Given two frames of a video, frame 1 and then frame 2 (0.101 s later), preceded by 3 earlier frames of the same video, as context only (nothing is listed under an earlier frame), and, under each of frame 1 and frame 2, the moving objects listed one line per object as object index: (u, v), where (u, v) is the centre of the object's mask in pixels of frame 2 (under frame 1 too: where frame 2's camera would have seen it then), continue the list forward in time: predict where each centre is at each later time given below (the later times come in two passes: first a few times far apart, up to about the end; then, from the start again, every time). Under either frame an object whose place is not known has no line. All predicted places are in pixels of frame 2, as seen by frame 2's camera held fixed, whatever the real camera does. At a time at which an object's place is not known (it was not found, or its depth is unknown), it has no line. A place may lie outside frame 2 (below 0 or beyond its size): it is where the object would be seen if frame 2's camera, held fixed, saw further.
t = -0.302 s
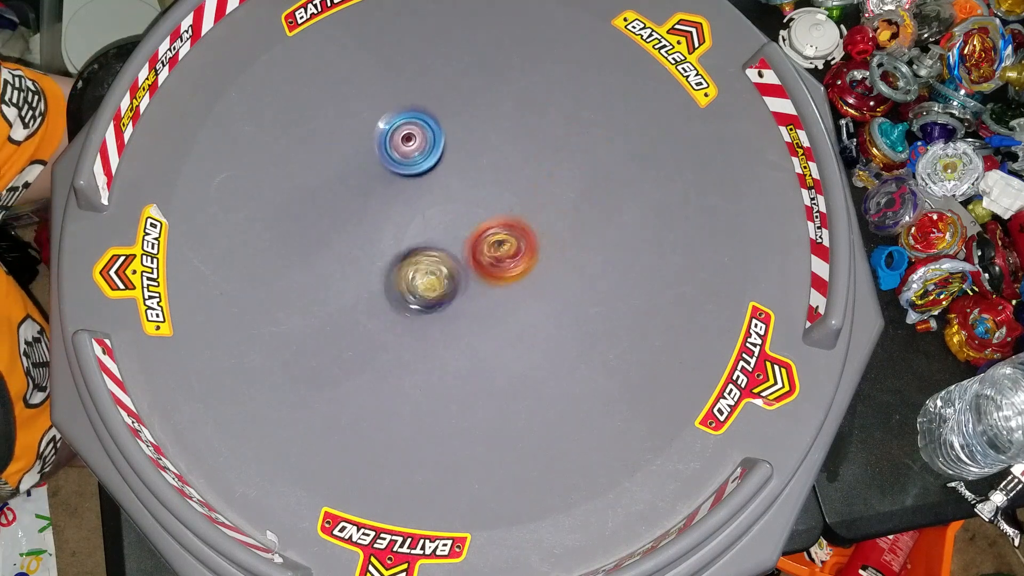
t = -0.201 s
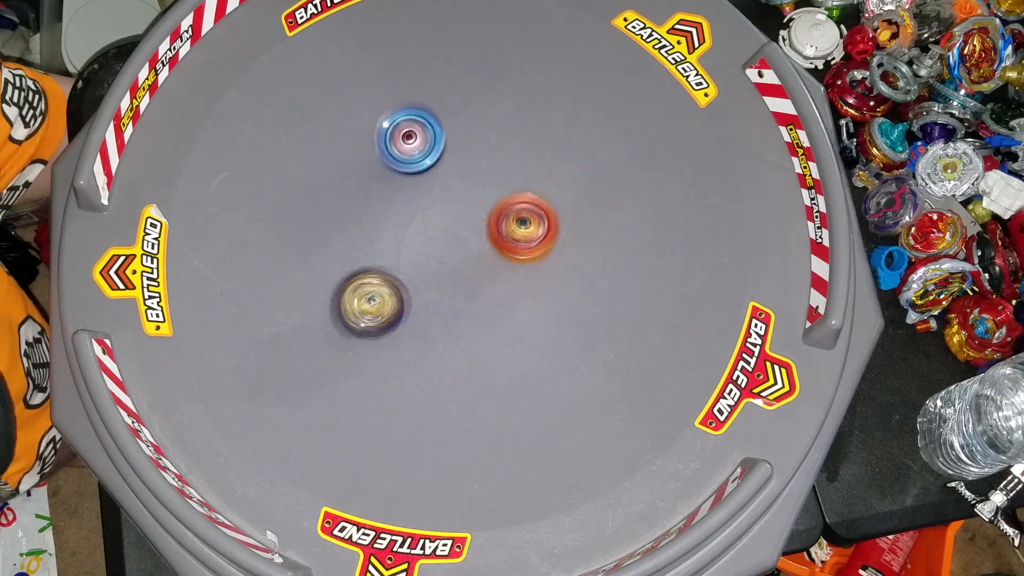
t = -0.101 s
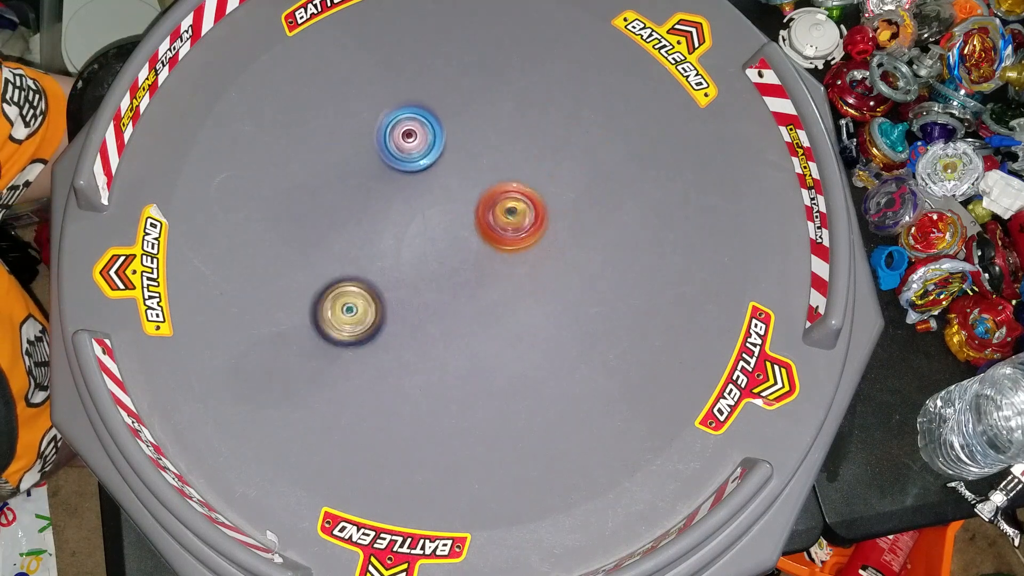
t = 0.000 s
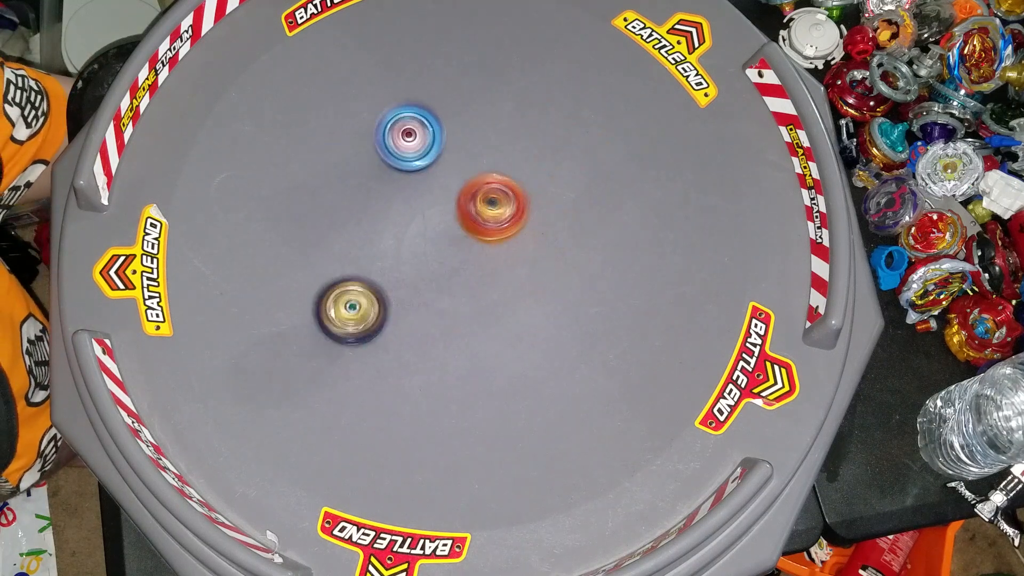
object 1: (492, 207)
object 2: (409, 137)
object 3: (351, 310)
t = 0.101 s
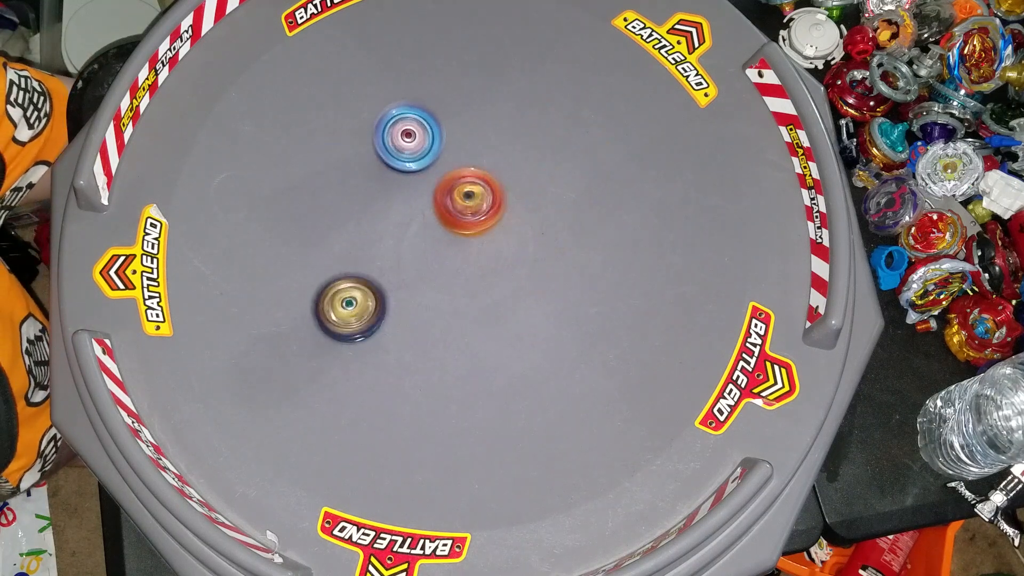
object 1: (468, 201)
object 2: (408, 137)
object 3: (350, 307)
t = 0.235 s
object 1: (445, 208)
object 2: (397, 136)
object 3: (352, 304)
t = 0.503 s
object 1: (463, 256)
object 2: (381, 136)
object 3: (354, 284)
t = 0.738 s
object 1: (486, 271)
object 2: (401, 165)
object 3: (350, 279)
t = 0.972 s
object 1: (494, 271)
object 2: (441, 192)
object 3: (352, 275)
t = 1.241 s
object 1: (517, 307)
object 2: (439, 186)
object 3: (352, 271)
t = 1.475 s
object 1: (516, 327)
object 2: (443, 187)
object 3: (356, 261)
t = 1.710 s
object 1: (496, 320)
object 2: (451, 190)
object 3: (355, 254)
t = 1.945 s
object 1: (469, 296)
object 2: (461, 189)
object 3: (358, 250)
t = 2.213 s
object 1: (447, 271)
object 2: (469, 168)
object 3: (358, 247)
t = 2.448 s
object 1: (422, 296)
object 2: (458, 116)
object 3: (361, 239)
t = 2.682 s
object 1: (402, 297)
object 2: (443, 111)
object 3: (363, 235)
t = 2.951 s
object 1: (410, 297)
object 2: (428, 139)
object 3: (352, 218)
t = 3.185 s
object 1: (441, 294)
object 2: (433, 199)
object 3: (356, 221)
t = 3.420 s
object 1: (477, 296)
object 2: (481, 222)
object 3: (373, 228)
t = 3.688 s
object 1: (501, 290)
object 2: (486, 220)
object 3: (410, 207)
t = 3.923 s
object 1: (504, 366)
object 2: (471, 107)
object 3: (399, 198)
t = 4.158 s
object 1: (460, 392)
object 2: (473, 47)
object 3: (399, 212)
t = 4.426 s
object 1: (408, 350)
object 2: (471, 74)
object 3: (438, 217)
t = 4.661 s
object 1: (415, 295)
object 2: (438, 138)
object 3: (483, 218)
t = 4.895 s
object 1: (459, 267)
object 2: (407, 135)
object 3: (513, 210)
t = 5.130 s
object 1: (496, 263)
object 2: (419, 150)
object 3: (518, 197)
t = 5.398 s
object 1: (480, 261)
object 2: (446, 139)
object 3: (510, 198)
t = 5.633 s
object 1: (456, 245)
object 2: (434, 151)
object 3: (514, 183)
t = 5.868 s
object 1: (455, 242)
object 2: (421, 153)
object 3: (503, 188)
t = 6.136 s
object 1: (451, 255)
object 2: (432, 153)
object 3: (501, 192)
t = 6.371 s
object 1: (450, 254)
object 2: (423, 154)
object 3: (498, 203)
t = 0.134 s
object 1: (460, 200)
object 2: (408, 137)
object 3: (350, 307)
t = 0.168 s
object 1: (452, 200)
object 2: (408, 138)
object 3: (350, 306)
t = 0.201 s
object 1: (445, 201)
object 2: (407, 139)
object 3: (351, 305)
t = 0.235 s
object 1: (445, 208)
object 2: (397, 136)
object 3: (352, 304)
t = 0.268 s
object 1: (447, 219)
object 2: (380, 131)
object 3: (353, 301)
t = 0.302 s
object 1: (449, 225)
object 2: (378, 132)
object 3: (354, 298)
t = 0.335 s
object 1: (451, 231)
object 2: (377, 133)
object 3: (354, 296)
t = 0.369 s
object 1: (454, 236)
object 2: (378, 134)
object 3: (354, 293)
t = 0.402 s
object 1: (456, 241)
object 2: (378, 134)
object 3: (355, 291)
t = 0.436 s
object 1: (458, 247)
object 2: (379, 134)
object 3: (355, 288)
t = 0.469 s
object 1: (461, 251)
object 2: (380, 135)
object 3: (354, 286)
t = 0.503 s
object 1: (463, 256)
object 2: (381, 136)
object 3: (354, 284)
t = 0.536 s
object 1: (467, 260)
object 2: (382, 138)
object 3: (353, 283)
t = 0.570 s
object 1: (470, 264)
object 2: (384, 141)
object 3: (352, 282)
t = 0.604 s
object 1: (474, 267)
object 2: (386, 144)
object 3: (352, 281)
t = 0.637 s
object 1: (477, 270)
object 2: (389, 148)
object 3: (351, 280)
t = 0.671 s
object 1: (481, 271)
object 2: (391, 153)
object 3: (351, 279)
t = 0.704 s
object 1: (484, 272)
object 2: (396, 159)
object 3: (350, 279)
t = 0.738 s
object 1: (486, 271)
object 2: (401, 165)
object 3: (350, 279)
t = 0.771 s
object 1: (488, 270)
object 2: (407, 171)
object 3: (350, 278)
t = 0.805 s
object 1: (488, 268)
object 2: (413, 177)
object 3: (351, 278)
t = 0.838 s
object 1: (488, 265)
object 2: (421, 184)
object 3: (351, 277)
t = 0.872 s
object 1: (486, 263)
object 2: (429, 190)
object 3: (352, 277)
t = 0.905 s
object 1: (485, 260)
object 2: (440, 198)
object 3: (352, 277)
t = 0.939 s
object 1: (488, 263)
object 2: (443, 198)
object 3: (352, 276)
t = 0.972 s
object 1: (494, 271)
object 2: (441, 192)
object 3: (352, 275)
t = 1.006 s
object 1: (499, 275)
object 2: (440, 188)
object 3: (352, 275)
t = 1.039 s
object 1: (503, 280)
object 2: (438, 185)
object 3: (351, 274)
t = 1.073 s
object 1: (507, 285)
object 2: (437, 186)
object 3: (352, 274)
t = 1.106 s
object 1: (510, 290)
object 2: (438, 187)
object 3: (351, 273)
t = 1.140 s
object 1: (513, 293)
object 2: (439, 186)
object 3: (351, 273)
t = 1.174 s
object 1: (515, 299)
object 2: (439, 186)
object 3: (352, 272)
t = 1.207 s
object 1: (517, 303)
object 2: (439, 186)
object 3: (352, 272)
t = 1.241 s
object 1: (517, 307)
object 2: (439, 186)
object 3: (352, 271)
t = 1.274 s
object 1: (519, 311)
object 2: (439, 186)
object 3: (353, 271)
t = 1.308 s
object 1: (518, 315)
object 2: (440, 186)
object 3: (353, 269)
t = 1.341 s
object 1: (519, 319)
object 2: (440, 186)
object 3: (354, 268)
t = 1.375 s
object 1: (518, 322)
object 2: (441, 186)
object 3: (355, 266)
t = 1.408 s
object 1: (518, 325)
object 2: (442, 186)
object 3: (356, 264)
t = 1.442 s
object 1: (517, 326)
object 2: (442, 187)
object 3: (355, 263)
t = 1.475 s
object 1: (516, 327)
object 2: (443, 187)
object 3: (356, 261)
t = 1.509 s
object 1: (514, 327)
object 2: (444, 188)
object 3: (355, 259)
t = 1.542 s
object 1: (513, 327)
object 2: (445, 188)
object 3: (355, 258)
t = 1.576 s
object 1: (510, 326)
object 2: (446, 188)
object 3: (355, 256)
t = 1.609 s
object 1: (507, 326)
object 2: (447, 188)
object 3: (354, 256)
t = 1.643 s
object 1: (503, 324)
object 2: (448, 189)
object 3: (354, 255)
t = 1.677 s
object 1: (500, 323)
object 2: (449, 189)
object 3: (354, 255)
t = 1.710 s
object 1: (496, 320)
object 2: (451, 190)
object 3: (355, 254)
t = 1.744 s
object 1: (492, 319)
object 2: (452, 190)
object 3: (354, 254)
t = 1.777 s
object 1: (488, 315)
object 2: (454, 190)
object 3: (355, 254)
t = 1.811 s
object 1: (484, 313)
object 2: (456, 190)
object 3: (356, 253)
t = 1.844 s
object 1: (480, 308)
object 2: (457, 190)
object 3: (357, 253)
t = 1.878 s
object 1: (476, 305)
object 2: (459, 190)
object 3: (357, 252)
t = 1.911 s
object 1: (472, 300)
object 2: (461, 190)
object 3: (357, 252)
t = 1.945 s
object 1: (469, 296)
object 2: (461, 189)
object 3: (358, 250)
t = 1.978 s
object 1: (466, 291)
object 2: (462, 189)
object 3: (357, 250)
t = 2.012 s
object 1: (463, 285)
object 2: (463, 190)
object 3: (357, 249)
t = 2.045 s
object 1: (461, 279)
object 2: (464, 190)
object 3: (357, 249)
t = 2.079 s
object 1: (458, 273)
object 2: (464, 190)
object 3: (357, 248)
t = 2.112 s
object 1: (456, 267)
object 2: (465, 190)
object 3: (357, 248)
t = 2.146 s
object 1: (455, 260)
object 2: (466, 190)
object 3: (357, 248)
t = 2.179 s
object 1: (450, 263)
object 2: (467, 182)
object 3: (358, 248)
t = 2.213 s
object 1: (447, 271)
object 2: (469, 168)
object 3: (358, 247)
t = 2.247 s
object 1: (443, 277)
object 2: (470, 157)
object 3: (359, 246)
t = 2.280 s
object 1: (440, 282)
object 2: (469, 148)
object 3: (360, 246)
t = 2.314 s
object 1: (437, 285)
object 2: (468, 139)
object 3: (360, 244)
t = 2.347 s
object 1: (433, 289)
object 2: (466, 132)
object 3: (361, 243)
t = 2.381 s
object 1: (430, 292)
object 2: (463, 125)
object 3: (361, 241)
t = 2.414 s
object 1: (426, 293)
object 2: (461, 119)
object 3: (361, 240)
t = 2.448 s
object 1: (422, 296)
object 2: (458, 116)
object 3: (361, 239)
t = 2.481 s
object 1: (418, 297)
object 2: (455, 112)
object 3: (361, 238)
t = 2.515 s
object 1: (415, 298)
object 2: (453, 110)
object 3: (362, 237)
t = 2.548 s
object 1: (411, 298)
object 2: (451, 109)
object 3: (361, 237)
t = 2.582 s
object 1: (408, 299)
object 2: (449, 109)
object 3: (361, 237)
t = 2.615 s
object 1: (405, 298)
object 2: (447, 109)
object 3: (362, 237)
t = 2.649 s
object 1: (404, 298)
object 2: (445, 110)
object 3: (363, 237)
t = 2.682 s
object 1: (402, 297)
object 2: (443, 111)
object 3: (363, 235)
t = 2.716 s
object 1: (402, 296)
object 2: (442, 112)
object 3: (360, 232)
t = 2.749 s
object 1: (400, 296)
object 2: (441, 114)
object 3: (359, 231)
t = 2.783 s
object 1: (400, 295)
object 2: (439, 116)
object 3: (359, 231)
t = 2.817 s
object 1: (400, 294)
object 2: (437, 119)
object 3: (360, 231)
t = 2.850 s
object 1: (400, 292)
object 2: (435, 122)
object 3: (360, 230)
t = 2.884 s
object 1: (405, 294)
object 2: (433, 126)
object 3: (357, 227)
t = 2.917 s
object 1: (407, 296)
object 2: (430, 132)
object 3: (354, 222)
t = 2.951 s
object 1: (410, 297)
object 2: (428, 139)
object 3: (352, 218)
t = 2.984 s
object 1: (414, 298)
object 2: (426, 147)
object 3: (352, 219)
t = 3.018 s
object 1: (417, 298)
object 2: (424, 154)
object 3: (352, 220)
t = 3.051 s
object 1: (422, 299)
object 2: (423, 163)
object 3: (354, 221)
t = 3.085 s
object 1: (427, 298)
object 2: (423, 174)
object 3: (356, 220)
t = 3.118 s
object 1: (431, 297)
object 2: (423, 183)
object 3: (356, 220)
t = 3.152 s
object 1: (436, 296)
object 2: (427, 192)
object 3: (356, 221)
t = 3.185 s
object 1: (441, 294)
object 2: (433, 199)
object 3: (356, 221)
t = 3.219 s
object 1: (446, 292)
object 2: (441, 206)
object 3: (354, 224)
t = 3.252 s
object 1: (451, 290)
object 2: (450, 214)
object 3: (356, 224)
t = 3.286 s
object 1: (456, 290)
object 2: (458, 220)
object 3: (358, 225)
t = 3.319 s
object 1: (461, 292)
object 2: (464, 222)
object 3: (361, 226)
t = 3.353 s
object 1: (466, 294)
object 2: (471, 223)
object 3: (364, 227)
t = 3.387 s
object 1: (471, 296)
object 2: (477, 223)
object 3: (368, 228)
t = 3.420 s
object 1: (477, 296)
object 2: (481, 222)
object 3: (373, 228)
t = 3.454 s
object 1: (482, 297)
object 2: (484, 221)
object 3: (377, 228)
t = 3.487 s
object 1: (485, 297)
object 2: (487, 221)
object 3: (382, 227)
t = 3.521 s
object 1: (489, 296)
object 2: (489, 220)
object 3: (387, 225)
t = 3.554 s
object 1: (493, 295)
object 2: (489, 219)
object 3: (392, 222)
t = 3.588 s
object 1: (496, 293)
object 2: (489, 219)
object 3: (397, 219)
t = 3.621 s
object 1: (499, 292)
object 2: (489, 219)
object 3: (402, 215)
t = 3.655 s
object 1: (500, 290)
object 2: (487, 219)
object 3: (406, 211)
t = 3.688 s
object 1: (501, 290)
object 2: (486, 220)
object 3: (410, 207)
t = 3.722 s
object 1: (505, 302)
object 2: (483, 207)
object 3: (413, 203)
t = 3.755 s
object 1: (512, 315)
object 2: (479, 192)
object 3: (410, 201)
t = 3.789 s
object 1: (513, 328)
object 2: (477, 174)
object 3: (408, 200)
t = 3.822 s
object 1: (514, 338)
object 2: (476, 155)
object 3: (406, 199)
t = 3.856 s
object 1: (513, 348)
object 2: (474, 139)
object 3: (403, 197)
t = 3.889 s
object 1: (508, 357)
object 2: (472, 122)
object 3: (401, 198)
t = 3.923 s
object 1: (504, 366)
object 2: (471, 107)
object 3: (399, 198)
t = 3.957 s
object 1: (501, 372)
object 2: (469, 93)
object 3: (397, 199)
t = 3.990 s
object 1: (495, 379)
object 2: (470, 79)
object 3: (397, 202)
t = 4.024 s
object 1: (488, 384)
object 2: (472, 68)
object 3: (396, 203)
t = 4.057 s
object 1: (482, 388)
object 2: (473, 59)
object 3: (395, 205)
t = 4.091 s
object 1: (474, 391)
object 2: (473, 53)
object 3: (397, 208)
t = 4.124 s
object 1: (468, 392)
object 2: (474, 50)
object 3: (398, 210)
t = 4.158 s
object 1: (460, 392)
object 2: (473, 47)
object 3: (399, 212)
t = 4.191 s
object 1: (452, 391)
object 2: (473, 47)
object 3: (403, 215)
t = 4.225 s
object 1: (446, 387)
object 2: (474, 48)
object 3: (406, 217)
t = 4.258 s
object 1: (438, 384)
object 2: (475, 50)
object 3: (410, 219)
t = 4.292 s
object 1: (430, 379)
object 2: (476, 52)
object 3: (414, 220)
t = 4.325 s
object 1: (423, 372)
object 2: (476, 56)
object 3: (420, 221)
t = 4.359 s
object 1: (417, 365)
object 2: (475, 60)
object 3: (426, 219)
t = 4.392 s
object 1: (412, 359)
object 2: (473, 66)
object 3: (432, 219)
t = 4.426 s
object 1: (408, 350)
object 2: (471, 74)
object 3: (438, 217)
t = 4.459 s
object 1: (405, 341)
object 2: (468, 82)
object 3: (443, 215)
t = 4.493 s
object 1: (403, 332)
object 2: (465, 92)
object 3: (449, 212)
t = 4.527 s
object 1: (404, 323)
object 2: (463, 104)
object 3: (454, 210)
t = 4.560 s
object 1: (405, 316)
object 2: (460, 117)
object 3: (458, 207)
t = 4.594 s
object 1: (407, 309)
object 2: (457, 128)
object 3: (462, 204)
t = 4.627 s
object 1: (411, 301)
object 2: (449, 136)
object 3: (472, 208)
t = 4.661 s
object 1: (415, 295)
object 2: (438, 138)
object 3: (483, 218)
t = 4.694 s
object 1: (421, 289)
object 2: (429, 143)
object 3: (488, 225)
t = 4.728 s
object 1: (430, 284)
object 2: (419, 145)
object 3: (493, 227)
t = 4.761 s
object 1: (437, 280)
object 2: (413, 144)
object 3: (498, 229)
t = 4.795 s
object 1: (446, 274)
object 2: (409, 141)
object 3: (501, 228)
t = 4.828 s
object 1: (452, 271)
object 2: (407, 138)
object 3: (505, 222)
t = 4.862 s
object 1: (455, 269)
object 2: (407, 136)
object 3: (509, 215)
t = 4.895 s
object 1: (459, 267)
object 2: (407, 135)
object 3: (513, 210)
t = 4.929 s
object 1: (468, 264)
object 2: (407, 136)
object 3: (514, 208)
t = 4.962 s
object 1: (477, 264)
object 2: (407, 138)
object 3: (515, 204)
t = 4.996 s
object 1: (483, 263)
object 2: (408, 141)
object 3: (515, 201)
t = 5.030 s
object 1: (485, 262)
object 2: (410, 144)
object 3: (515, 200)
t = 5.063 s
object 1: (489, 262)
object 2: (412, 146)
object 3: (516, 198)
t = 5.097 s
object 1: (492, 261)
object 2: (415, 148)
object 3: (517, 198)
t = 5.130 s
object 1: (496, 263)
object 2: (419, 150)
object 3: (518, 197)
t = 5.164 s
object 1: (494, 265)
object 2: (424, 152)
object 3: (521, 194)
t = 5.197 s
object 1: (492, 265)
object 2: (430, 151)
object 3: (521, 192)
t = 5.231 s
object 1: (491, 265)
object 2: (434, 150)
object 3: (518, 190)
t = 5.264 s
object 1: (492, 264)
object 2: (438, 148)
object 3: (516, 190)
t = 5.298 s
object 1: (492, 265)
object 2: (441, 145)
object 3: (512, 192)
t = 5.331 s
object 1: (488, 264)
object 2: (445, 143)
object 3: (511, 194)
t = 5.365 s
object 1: (484, 262)
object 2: (446, 140)
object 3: (509, 198)
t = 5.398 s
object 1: (480, 261)
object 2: (446, 139)
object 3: (510, 198)
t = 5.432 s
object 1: (474, 262)
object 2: (446, 139)
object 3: (512, 195)
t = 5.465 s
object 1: (468, 262)
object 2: (446, 141)
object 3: (513, 192)
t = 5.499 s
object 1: (464, 260)
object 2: (445, 143)
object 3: (513, 190)
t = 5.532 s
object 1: (461, 258)
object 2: (443, 146)
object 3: (513, 188)
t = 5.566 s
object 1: (460, 255)
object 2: (440, 148)
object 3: (514, 188)
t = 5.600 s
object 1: (459, 252)
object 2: (437, 149)
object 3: (514, 186)
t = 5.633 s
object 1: (456, 245)
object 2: (434, 151)
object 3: (514, 183)
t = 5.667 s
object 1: (457, 242)
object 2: (430, 153)
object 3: (512, 183)
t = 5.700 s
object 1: (458, 240)
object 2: (427, 154)
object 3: (509, 182)
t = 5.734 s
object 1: (461, 238)
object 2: (424, 153)
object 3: (505, 183)
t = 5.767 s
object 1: (461, 240)
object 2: (421, 153)
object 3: (503, 184)
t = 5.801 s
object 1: (460, 241)
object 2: (420, 152)
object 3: (503, 186)
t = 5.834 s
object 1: (457, 241)
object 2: (420, 152)
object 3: (503, 187)
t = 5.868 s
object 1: (455, 242)
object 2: (421, 153)
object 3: (503, 188)
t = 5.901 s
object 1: (453, 242)
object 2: (424, 153)
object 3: (502, 189)
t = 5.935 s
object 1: (453, 242)
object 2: (426, 154)
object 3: (498, 190)
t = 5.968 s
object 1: (451, 245)
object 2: (430, 154)
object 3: (498, 189)
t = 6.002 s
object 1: (449, 250)
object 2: (432, 153)
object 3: (500, 188)
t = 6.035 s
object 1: (449, 253)
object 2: (433, 152)
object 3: (501, 187)
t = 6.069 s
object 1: (451, 255)
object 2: (433, 152)
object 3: (501, 188)
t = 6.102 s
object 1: (451, 255)
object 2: (433, 152)
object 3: (501, 190)
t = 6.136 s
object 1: (451, 255)
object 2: (432, 153)
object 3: (501, 192)
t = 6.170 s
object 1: (450, 252)
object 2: (430, 154)
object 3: (500, 195)
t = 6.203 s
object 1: (451, 250)
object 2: (427, 154)
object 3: (500, 199)
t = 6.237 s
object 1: (450, 251)
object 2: (425, 154)
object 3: (499, 201)
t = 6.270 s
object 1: (450, 252)
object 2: (424, 154)
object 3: (499, 202)
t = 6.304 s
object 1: (450, 254)
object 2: (423, 154)
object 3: (498, 203)
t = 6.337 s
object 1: (450, 255)
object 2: (423, 154)
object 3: (498, 203)
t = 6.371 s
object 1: (450, 254)
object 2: (423, 154)
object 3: (498, 203)
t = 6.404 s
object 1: (450, 254)
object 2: (424, 154)
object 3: (498, 203)
